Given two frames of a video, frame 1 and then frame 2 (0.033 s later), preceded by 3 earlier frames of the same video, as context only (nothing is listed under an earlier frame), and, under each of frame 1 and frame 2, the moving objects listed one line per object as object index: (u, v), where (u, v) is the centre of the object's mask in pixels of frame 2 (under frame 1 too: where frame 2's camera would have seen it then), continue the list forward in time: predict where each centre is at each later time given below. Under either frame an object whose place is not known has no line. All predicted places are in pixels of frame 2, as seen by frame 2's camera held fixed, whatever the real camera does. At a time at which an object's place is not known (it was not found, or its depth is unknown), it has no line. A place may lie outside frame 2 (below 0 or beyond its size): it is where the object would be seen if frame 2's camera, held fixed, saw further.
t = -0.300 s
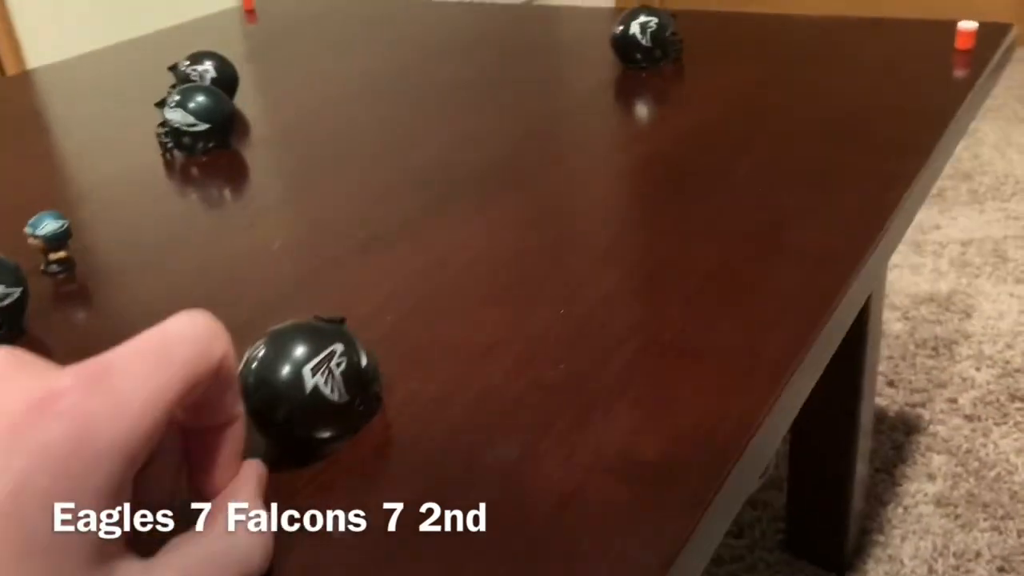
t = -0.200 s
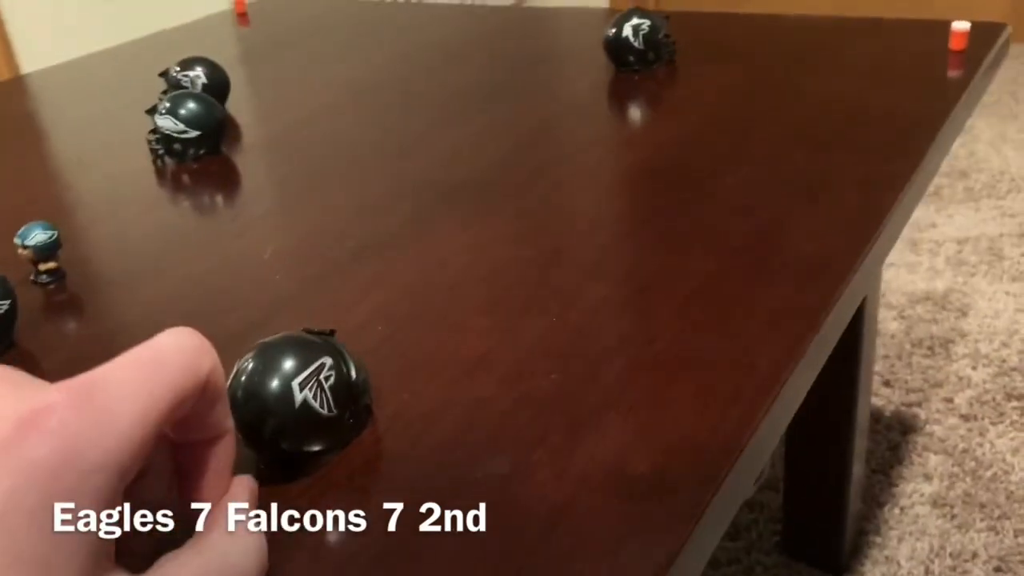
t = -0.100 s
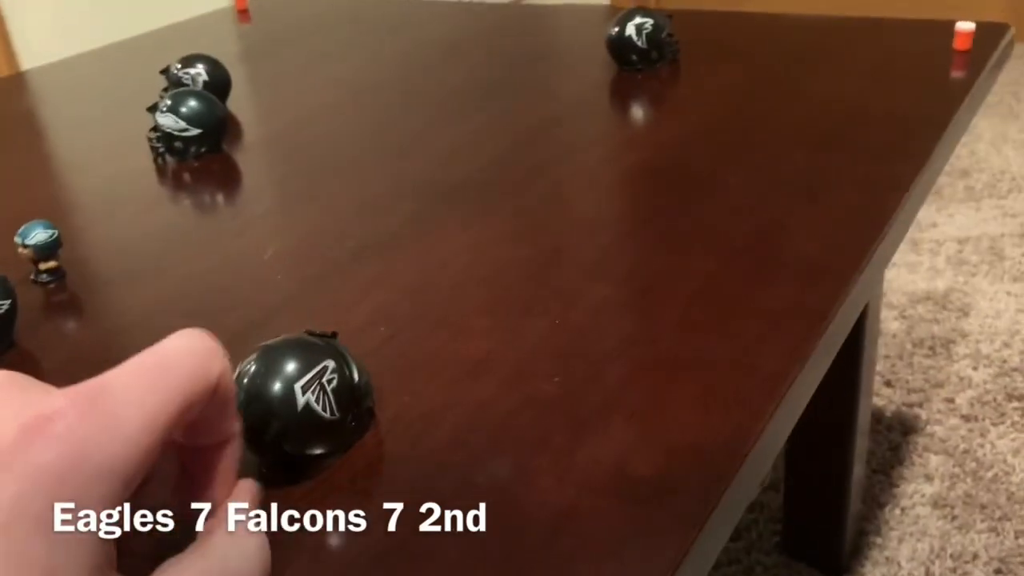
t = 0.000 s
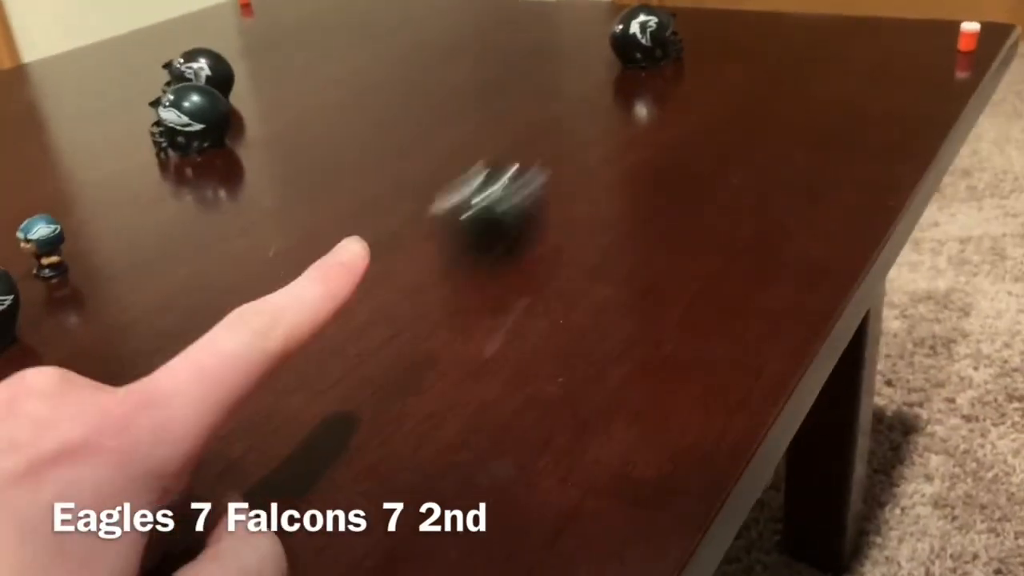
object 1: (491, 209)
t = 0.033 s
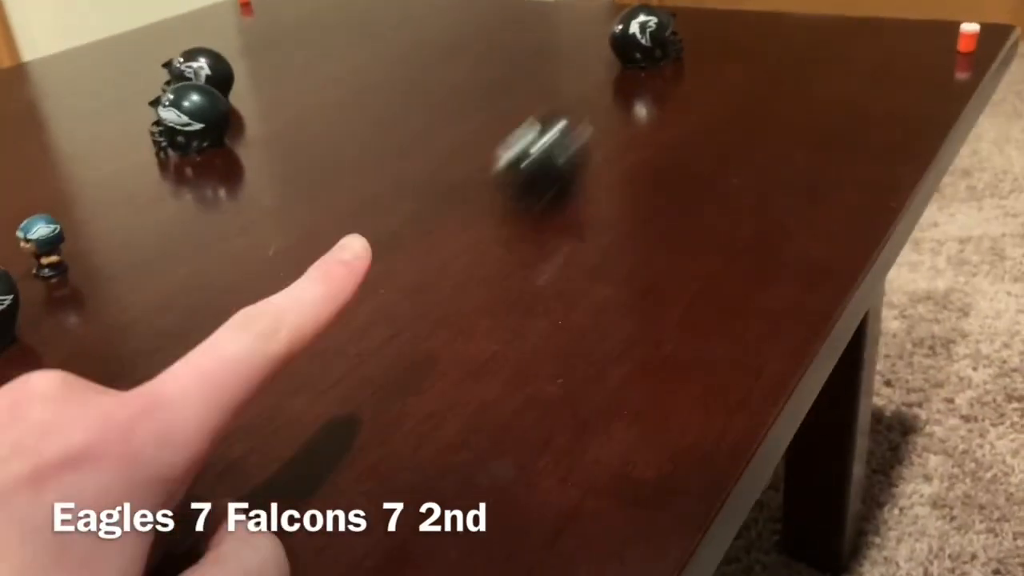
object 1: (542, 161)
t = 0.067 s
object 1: (585, 121)
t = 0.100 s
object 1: (618, 88)
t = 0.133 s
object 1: (646, 64)
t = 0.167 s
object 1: (667, 45)
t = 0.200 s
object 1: (693, 38)
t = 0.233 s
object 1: (721, 31)
